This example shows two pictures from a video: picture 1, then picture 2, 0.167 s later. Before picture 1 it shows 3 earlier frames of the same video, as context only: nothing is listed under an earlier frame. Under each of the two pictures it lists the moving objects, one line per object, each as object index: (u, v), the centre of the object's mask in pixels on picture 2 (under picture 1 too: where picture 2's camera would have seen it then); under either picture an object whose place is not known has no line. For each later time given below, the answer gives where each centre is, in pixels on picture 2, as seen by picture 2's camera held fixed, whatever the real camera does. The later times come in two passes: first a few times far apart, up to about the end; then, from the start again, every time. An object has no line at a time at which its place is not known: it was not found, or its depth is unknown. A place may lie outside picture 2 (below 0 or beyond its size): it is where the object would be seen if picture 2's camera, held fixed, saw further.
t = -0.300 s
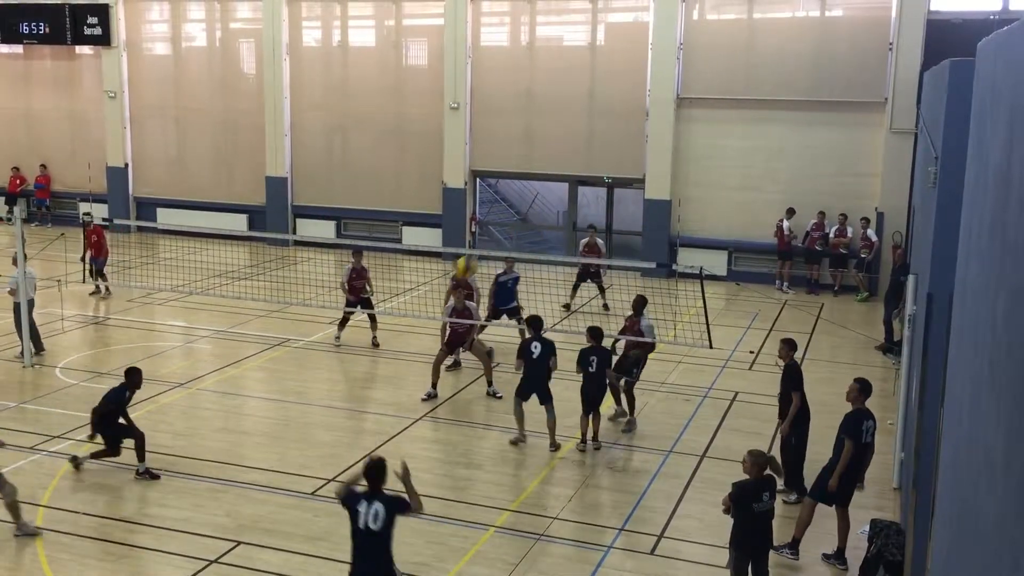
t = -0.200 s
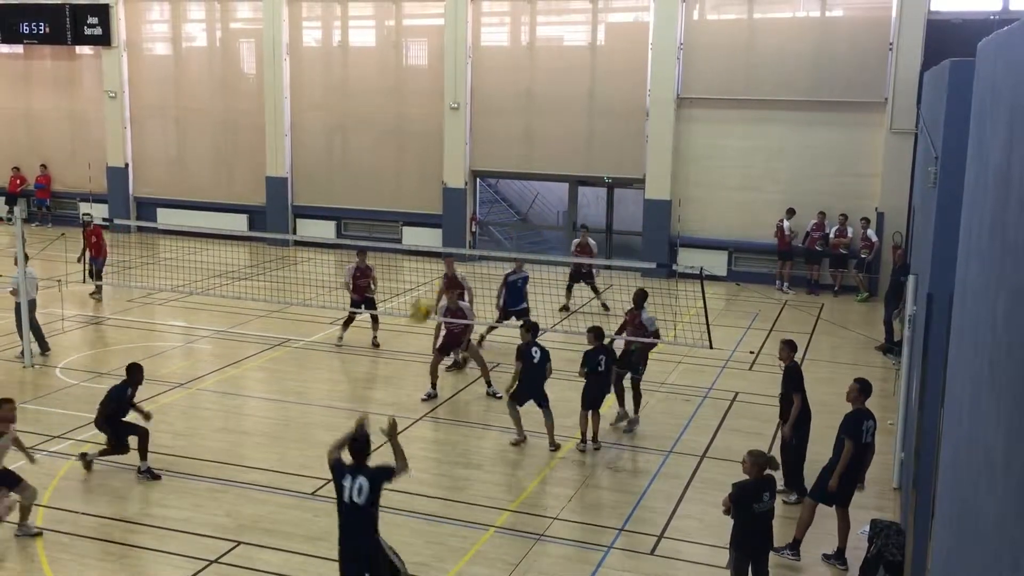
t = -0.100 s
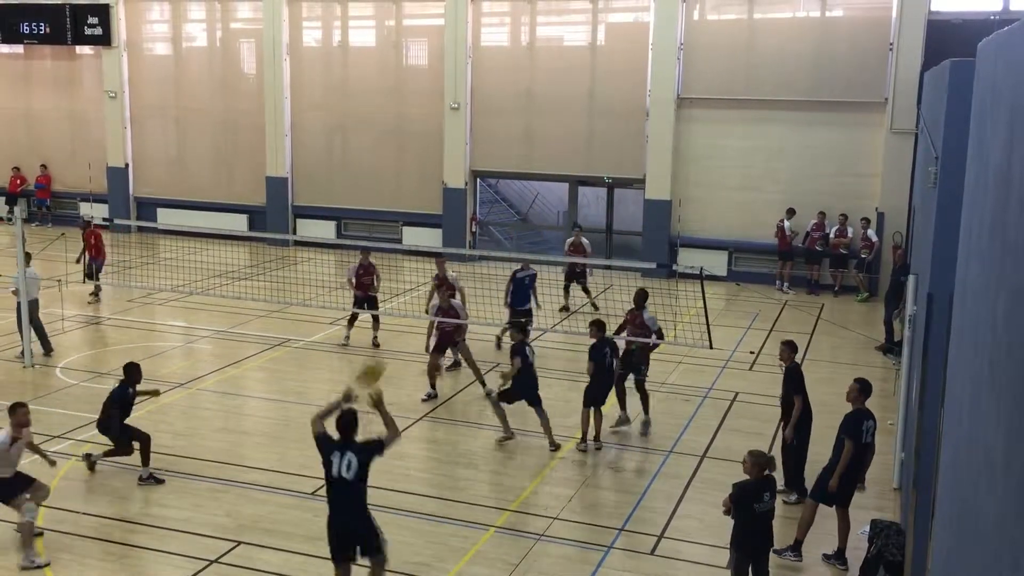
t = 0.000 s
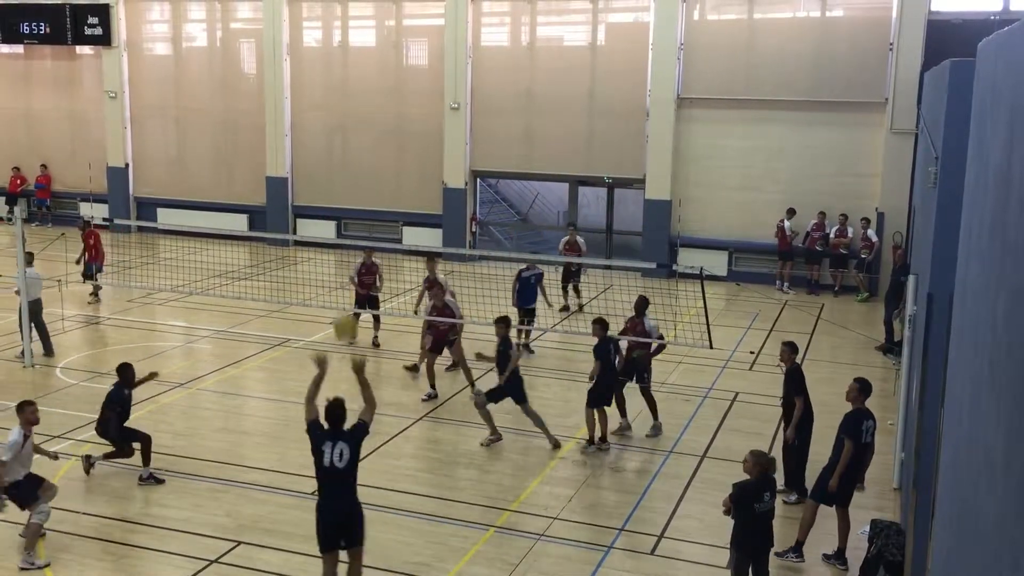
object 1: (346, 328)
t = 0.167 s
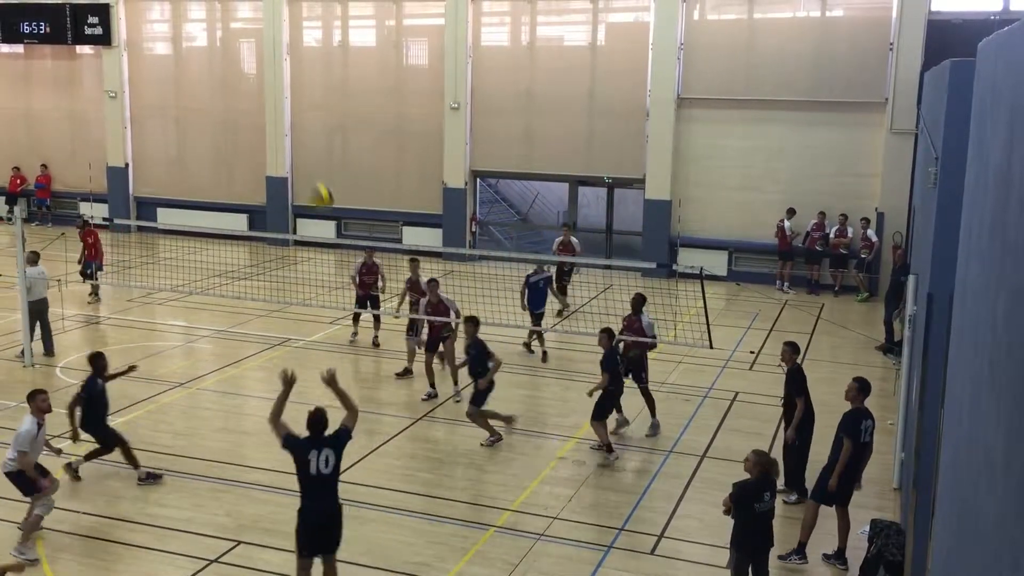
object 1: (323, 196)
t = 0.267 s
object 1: (306, 139)
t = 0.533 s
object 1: (271, 50)
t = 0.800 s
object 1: (241, 43)
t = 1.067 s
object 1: (218, 109)
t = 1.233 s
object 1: (207, 180)
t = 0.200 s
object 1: (316, 177)
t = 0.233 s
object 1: (311, 158)
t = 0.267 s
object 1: (306, 139)
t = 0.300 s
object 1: (301, 124)
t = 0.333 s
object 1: (296, 109)
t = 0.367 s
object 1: (292, 96)
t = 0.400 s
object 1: (288, 84)
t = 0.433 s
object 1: (284, 73)
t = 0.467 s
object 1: (279, 64)
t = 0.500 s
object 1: (275, 56)
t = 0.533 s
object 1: (271, 50)
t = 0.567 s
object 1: (266, 45)
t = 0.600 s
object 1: (262, 41)
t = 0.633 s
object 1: (258, 38)
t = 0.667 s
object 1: (255, 37)
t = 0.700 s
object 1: (251, 36)
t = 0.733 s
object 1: (247, 37)
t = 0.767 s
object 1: (244, 40)
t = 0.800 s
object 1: (241, 43)
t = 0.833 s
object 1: (237, 47)
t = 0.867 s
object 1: (234, 53)
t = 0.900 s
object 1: (231, 60)
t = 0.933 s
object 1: (228, 68)
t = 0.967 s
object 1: (225, 77)
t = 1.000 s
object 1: (223, 87)
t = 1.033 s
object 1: (220, 97)
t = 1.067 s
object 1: (218, 109)
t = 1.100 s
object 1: (216, 122)
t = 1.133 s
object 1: (213, 135)
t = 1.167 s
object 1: (211, 150)
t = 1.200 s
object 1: (209, 165)
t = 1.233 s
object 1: (207, 180)
